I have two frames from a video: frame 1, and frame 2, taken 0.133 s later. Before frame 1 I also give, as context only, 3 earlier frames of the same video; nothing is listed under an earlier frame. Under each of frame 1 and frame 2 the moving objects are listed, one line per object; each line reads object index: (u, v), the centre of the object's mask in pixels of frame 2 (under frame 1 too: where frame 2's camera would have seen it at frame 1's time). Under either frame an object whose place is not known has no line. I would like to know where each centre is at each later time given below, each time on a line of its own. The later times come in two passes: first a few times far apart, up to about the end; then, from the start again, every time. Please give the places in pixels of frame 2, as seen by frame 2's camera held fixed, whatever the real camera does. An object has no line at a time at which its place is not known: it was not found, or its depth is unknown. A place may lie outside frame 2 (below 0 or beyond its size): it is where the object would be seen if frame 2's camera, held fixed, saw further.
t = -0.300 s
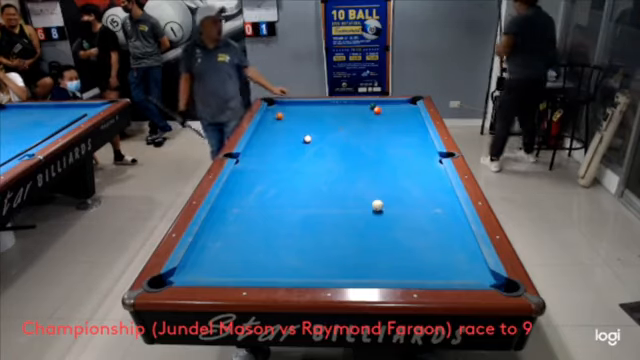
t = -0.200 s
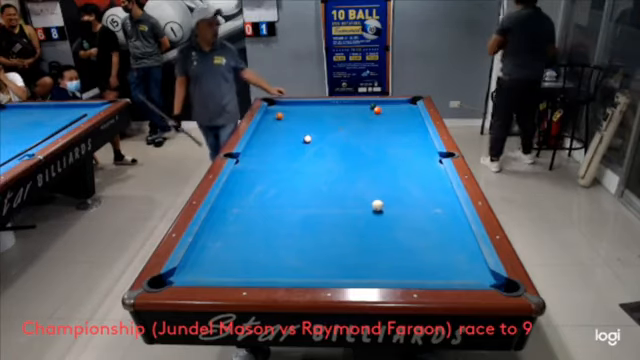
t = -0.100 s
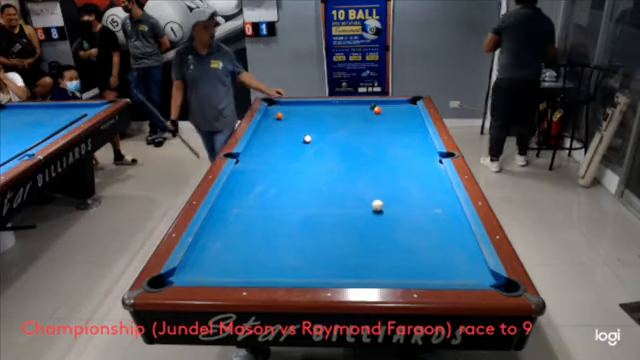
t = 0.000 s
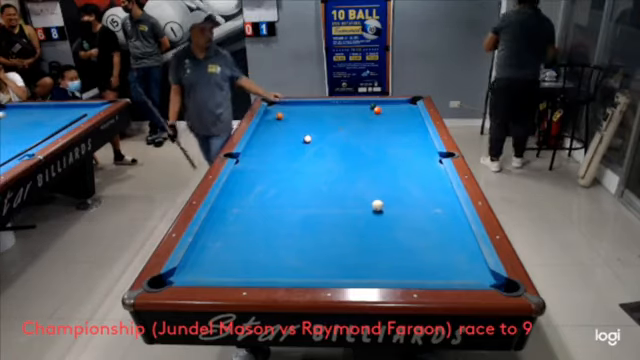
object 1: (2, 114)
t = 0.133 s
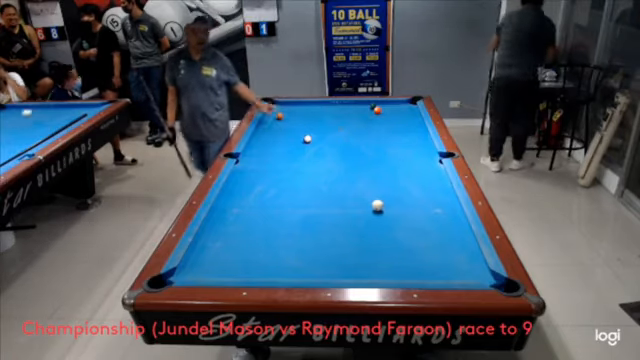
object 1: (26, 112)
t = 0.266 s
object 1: (50, 110)
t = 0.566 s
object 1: (93, 107)
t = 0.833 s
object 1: (71, 107)
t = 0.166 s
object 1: (33, 112)
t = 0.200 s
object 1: (38, 111)
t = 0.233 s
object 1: (44, 111)
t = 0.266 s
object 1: (50, 110)
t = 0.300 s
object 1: (56, 110)
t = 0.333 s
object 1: (62, 110)
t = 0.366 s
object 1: (69, 109)
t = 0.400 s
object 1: (74, 109)
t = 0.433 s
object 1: (80, 108)
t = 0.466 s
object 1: (86, 108)
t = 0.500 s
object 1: (92, 108)
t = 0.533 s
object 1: (95, 107)
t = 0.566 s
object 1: (93, 107)
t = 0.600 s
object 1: (90, 107)
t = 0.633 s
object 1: (87, 107)
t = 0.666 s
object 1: (84, 107)
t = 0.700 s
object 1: (81, 107)
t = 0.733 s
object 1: (79, 107)
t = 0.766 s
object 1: (76, 107)
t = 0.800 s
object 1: (73, 107)
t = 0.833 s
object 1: (71, 107)
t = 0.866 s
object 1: (68, 107)
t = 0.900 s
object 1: (65, 107)
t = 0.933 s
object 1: (63, 107)
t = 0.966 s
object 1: (60, 107)
